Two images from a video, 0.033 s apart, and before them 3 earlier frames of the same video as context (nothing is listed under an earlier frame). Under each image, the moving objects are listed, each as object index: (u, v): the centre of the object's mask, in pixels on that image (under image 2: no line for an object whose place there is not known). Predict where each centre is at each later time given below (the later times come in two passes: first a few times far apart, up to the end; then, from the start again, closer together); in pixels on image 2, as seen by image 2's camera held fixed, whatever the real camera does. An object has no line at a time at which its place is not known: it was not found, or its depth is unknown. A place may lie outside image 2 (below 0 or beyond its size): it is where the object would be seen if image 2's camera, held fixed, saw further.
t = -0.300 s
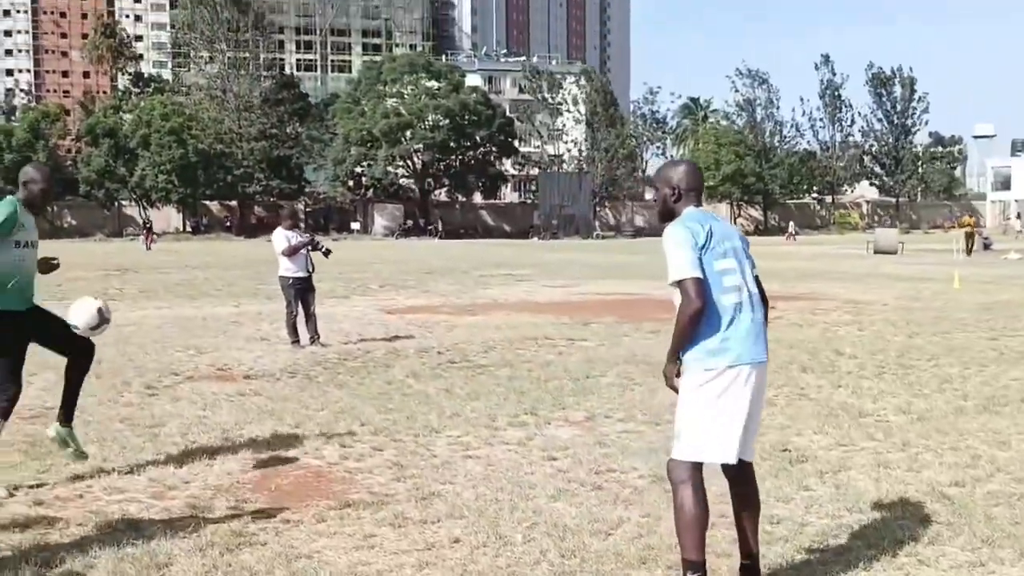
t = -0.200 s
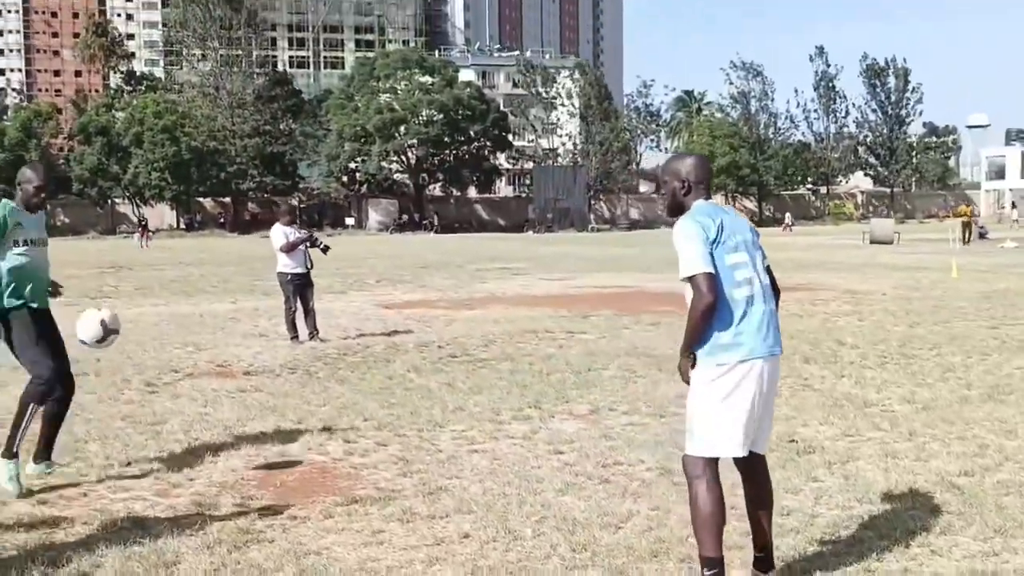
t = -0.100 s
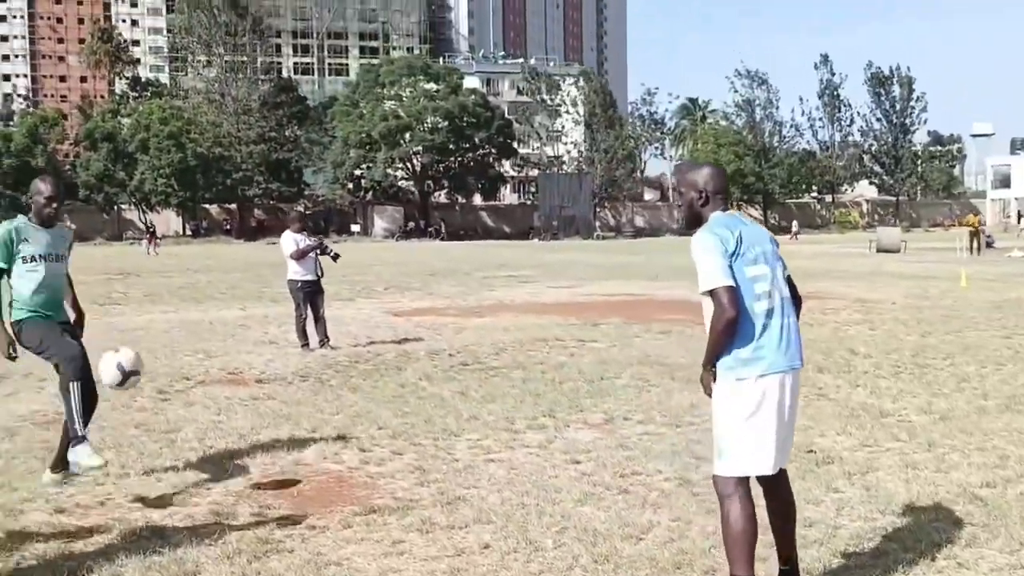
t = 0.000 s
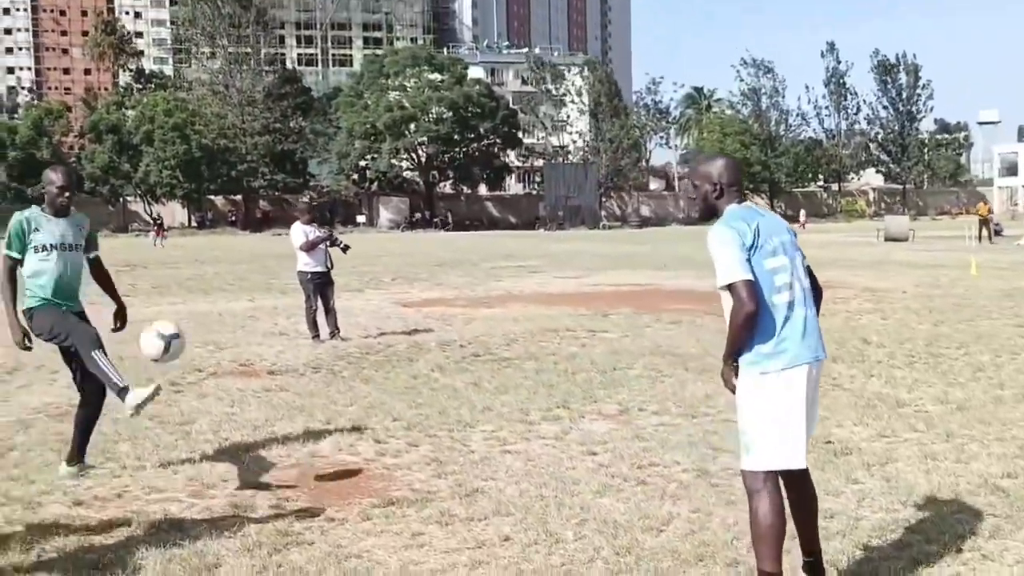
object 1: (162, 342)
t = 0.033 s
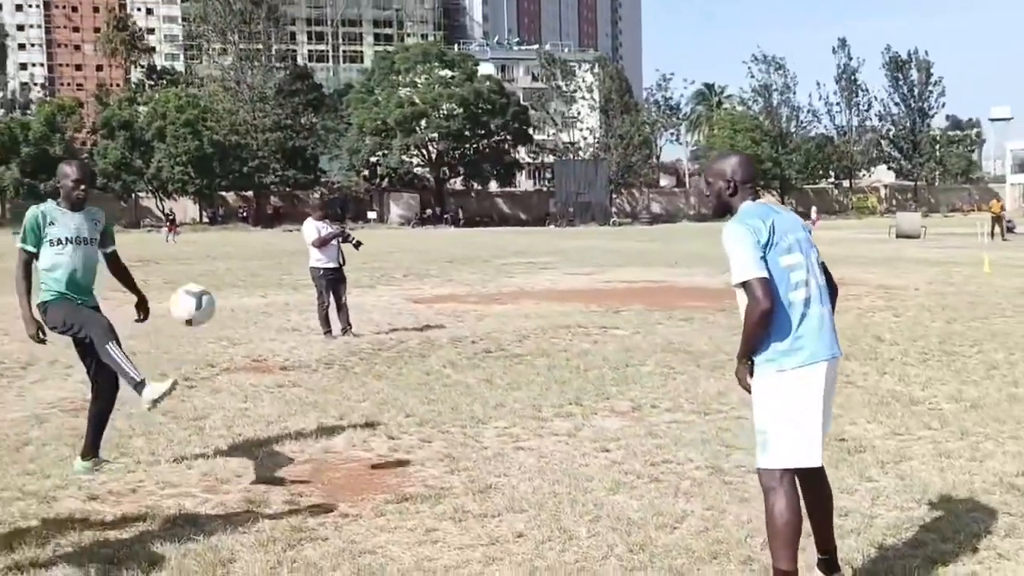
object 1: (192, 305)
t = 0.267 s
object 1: (322, 133)
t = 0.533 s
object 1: (495, 66)
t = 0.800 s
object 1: (675, 145)
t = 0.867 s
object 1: (719, 189)
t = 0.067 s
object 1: (210, 274)
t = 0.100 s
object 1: (227, 245)
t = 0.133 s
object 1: (245, 219)
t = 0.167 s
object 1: (262, 196)
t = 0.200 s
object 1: (282, 173)
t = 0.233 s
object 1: (301, 152)
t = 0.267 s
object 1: (322, 133)
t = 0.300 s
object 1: (342, 119)
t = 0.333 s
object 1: (368, 103)
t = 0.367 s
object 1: (390, 90)
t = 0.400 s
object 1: (410, 81)
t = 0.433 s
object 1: (430, 73)
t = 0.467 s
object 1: (453, 68)
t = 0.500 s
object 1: (475, 65)
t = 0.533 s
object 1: (495, 66)
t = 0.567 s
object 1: (518, 66)
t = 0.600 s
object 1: (538, 69)
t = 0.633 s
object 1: (562, 75)
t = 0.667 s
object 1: (585, 85)
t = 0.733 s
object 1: (631, 109)
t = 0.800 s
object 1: (675, 145)
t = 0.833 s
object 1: (698, 165)
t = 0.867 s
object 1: (719, 189)
